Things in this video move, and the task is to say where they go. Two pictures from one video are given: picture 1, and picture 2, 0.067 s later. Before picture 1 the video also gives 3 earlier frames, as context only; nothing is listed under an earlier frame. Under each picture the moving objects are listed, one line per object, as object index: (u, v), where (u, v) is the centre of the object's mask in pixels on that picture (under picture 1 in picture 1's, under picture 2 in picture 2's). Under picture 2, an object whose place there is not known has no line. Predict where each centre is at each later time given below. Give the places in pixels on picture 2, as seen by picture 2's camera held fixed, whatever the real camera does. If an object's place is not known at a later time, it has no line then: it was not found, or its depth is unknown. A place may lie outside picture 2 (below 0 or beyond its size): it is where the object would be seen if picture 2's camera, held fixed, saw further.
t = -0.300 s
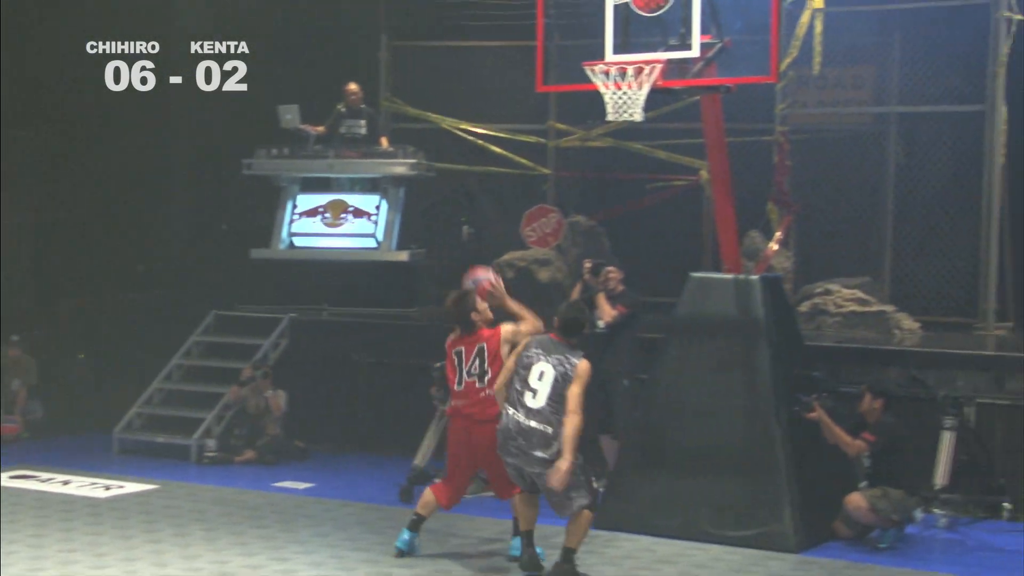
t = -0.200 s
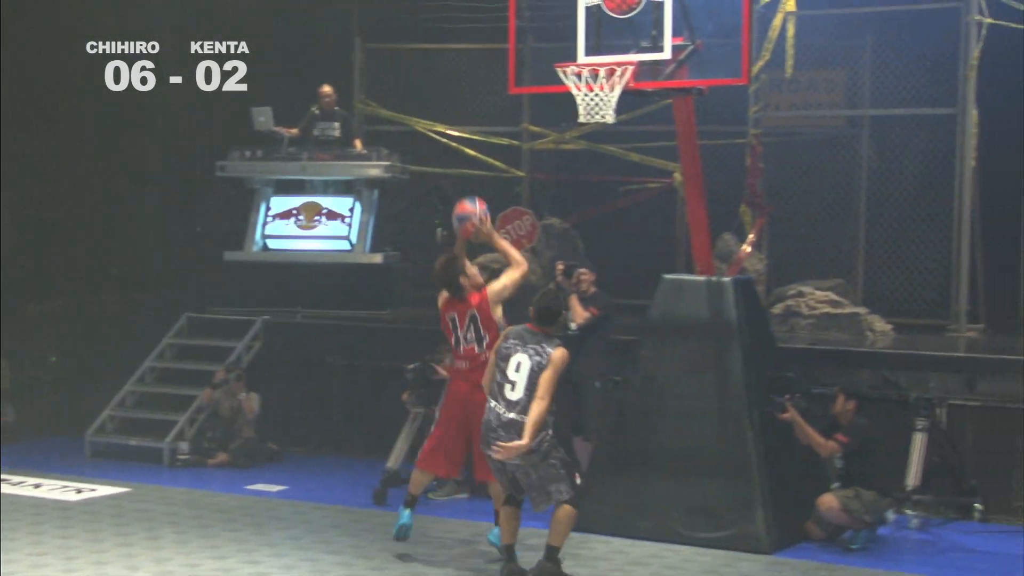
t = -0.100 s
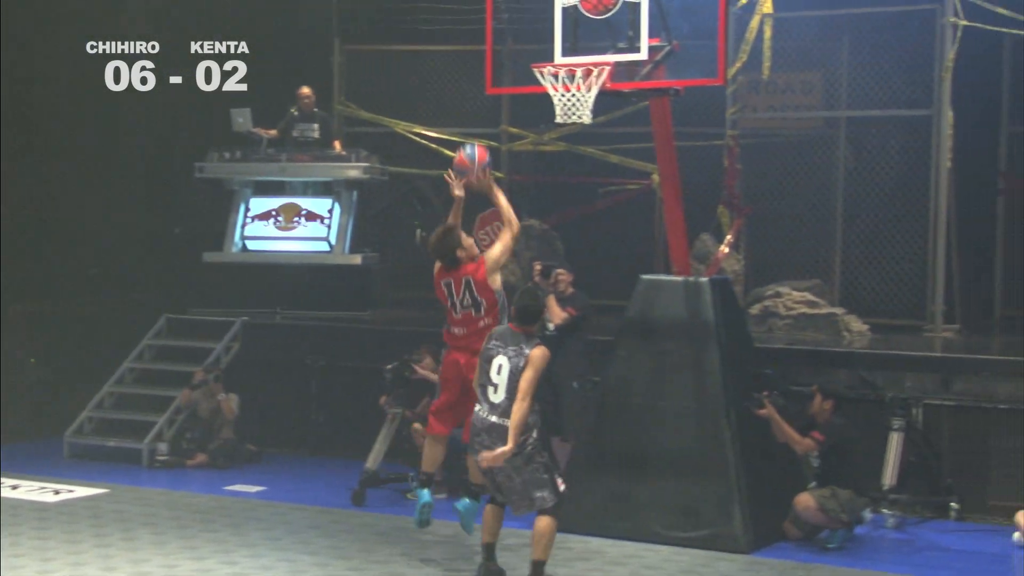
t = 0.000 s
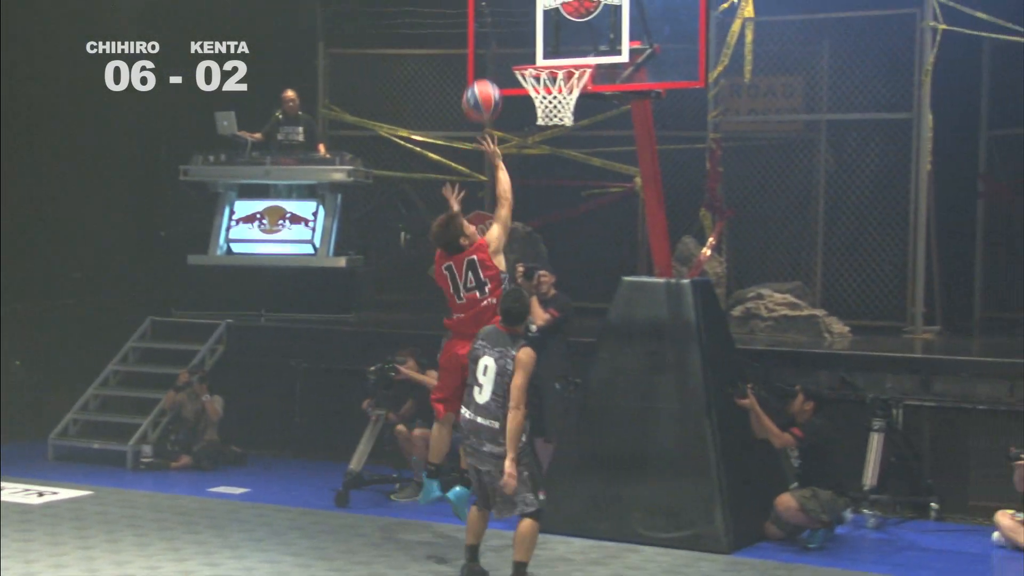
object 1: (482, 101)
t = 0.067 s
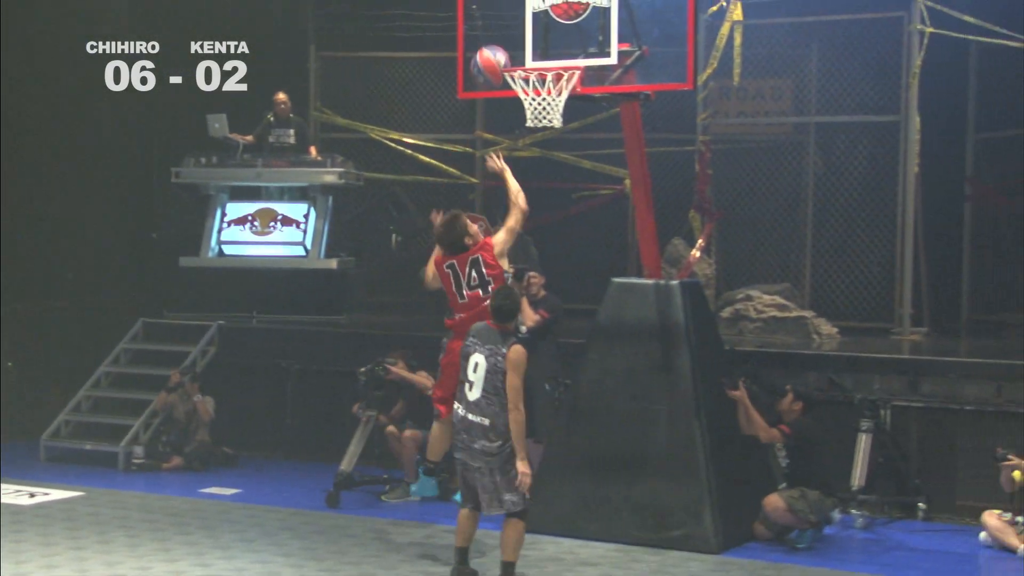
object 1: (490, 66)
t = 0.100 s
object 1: (501, 49)
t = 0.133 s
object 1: (510, 35)
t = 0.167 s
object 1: (520, 24)
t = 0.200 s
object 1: (529, 14)
